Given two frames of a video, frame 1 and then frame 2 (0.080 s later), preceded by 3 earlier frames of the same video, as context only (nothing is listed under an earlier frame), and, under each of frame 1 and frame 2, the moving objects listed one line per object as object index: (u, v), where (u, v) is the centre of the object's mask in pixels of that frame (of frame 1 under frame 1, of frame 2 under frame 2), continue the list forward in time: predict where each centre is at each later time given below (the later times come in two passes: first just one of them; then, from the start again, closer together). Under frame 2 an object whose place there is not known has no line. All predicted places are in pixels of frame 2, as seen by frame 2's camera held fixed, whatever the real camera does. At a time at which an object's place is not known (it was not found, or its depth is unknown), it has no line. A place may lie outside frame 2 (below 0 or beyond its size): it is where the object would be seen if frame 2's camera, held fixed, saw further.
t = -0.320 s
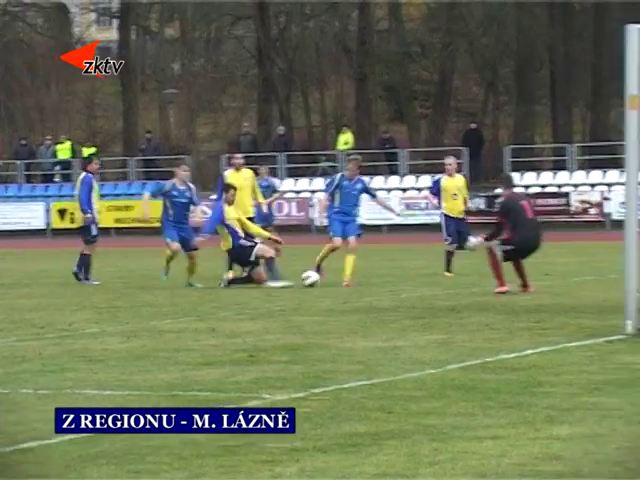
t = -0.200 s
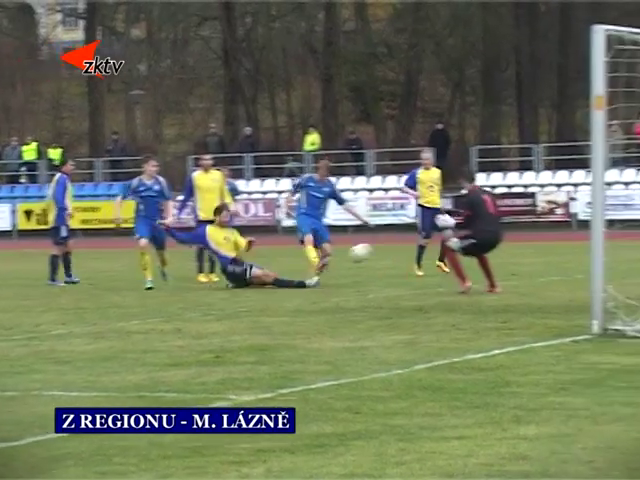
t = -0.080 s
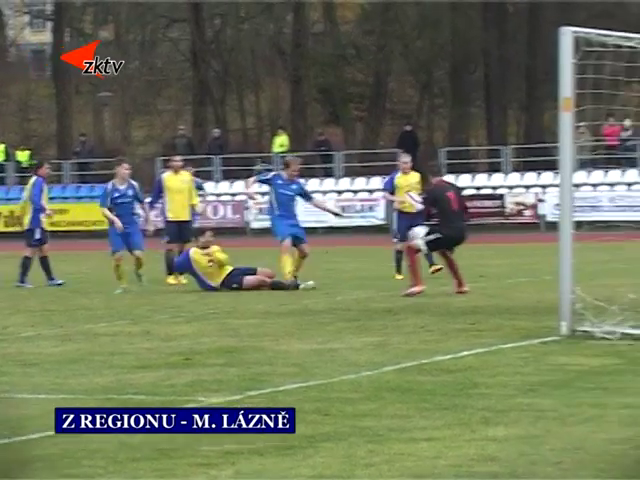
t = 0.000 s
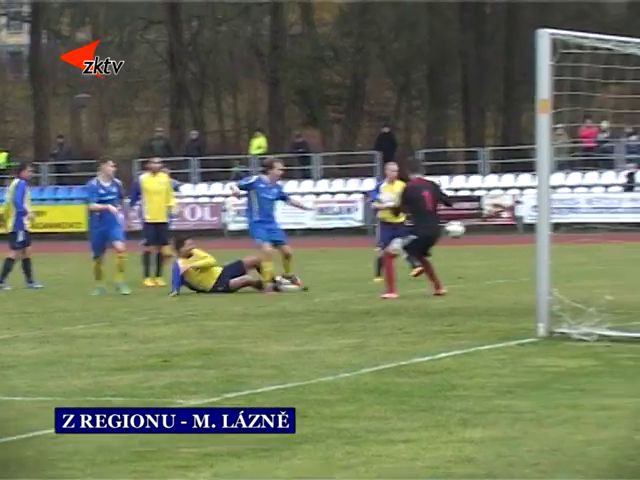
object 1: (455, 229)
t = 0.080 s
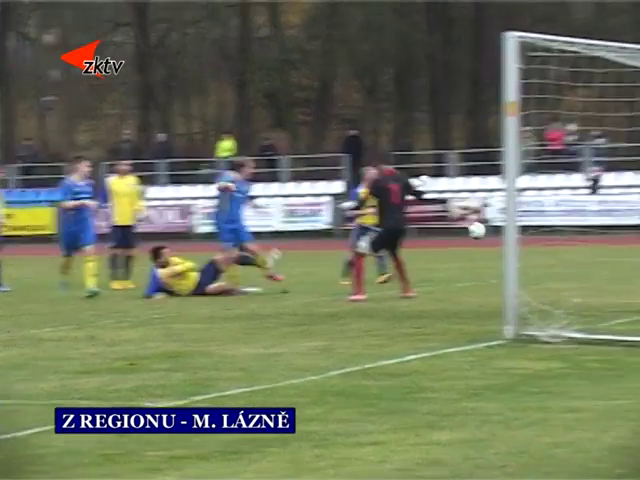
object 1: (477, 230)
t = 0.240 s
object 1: (579, 242)
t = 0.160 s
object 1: (529, 234)
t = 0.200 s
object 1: (554, 238)
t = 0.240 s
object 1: (579, 242)
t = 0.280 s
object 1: (605, 248)
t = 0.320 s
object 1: (628, 255)
